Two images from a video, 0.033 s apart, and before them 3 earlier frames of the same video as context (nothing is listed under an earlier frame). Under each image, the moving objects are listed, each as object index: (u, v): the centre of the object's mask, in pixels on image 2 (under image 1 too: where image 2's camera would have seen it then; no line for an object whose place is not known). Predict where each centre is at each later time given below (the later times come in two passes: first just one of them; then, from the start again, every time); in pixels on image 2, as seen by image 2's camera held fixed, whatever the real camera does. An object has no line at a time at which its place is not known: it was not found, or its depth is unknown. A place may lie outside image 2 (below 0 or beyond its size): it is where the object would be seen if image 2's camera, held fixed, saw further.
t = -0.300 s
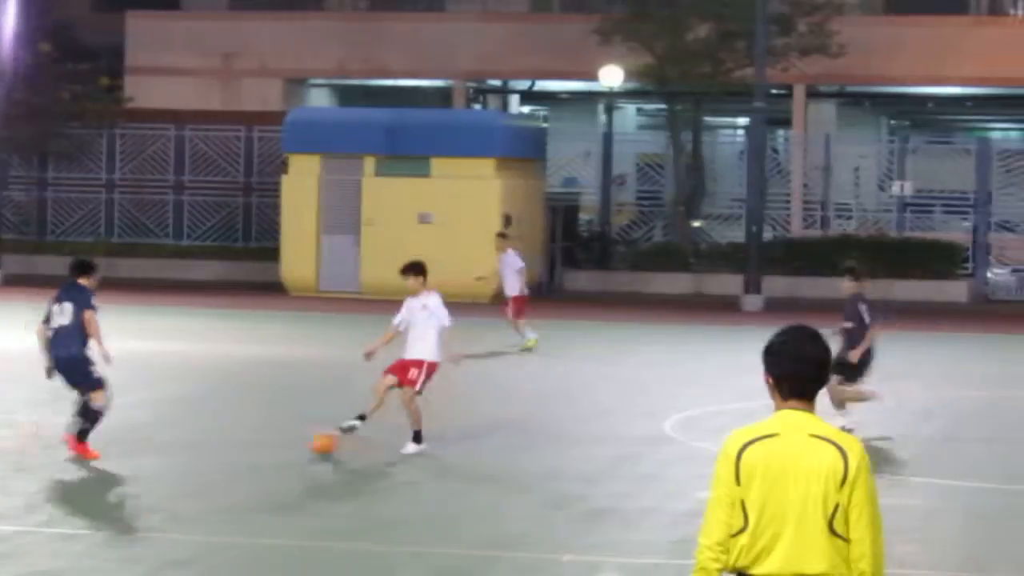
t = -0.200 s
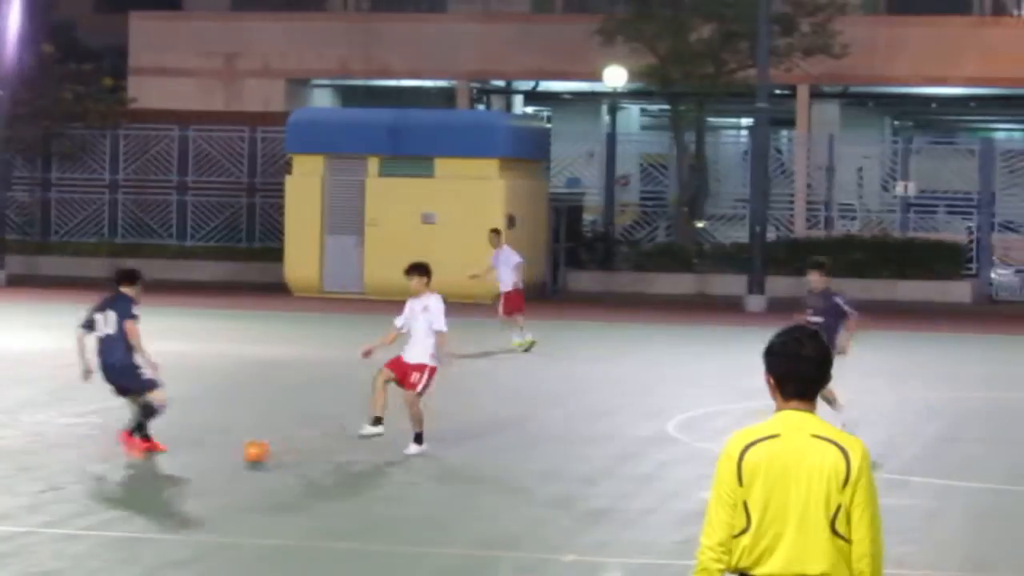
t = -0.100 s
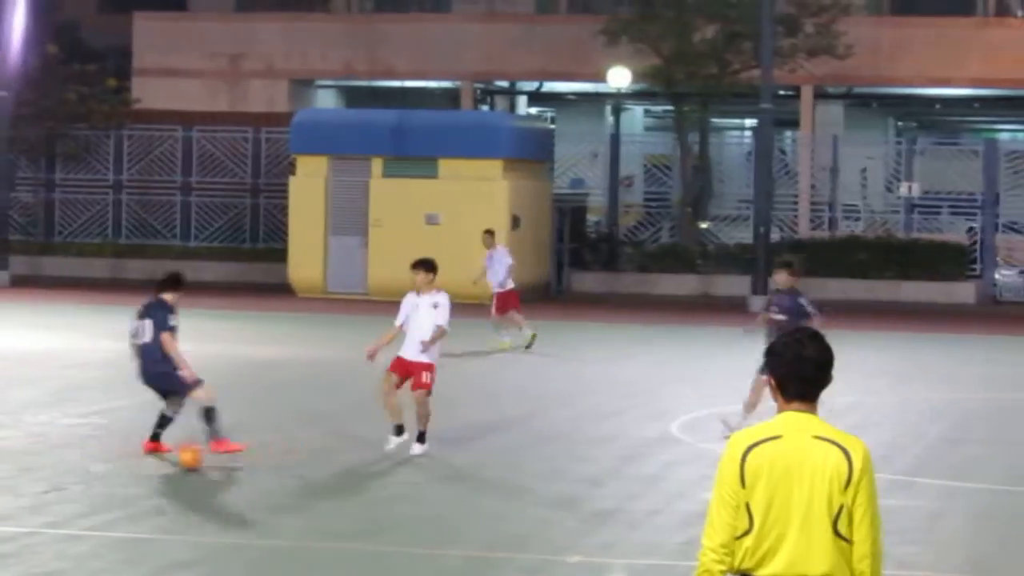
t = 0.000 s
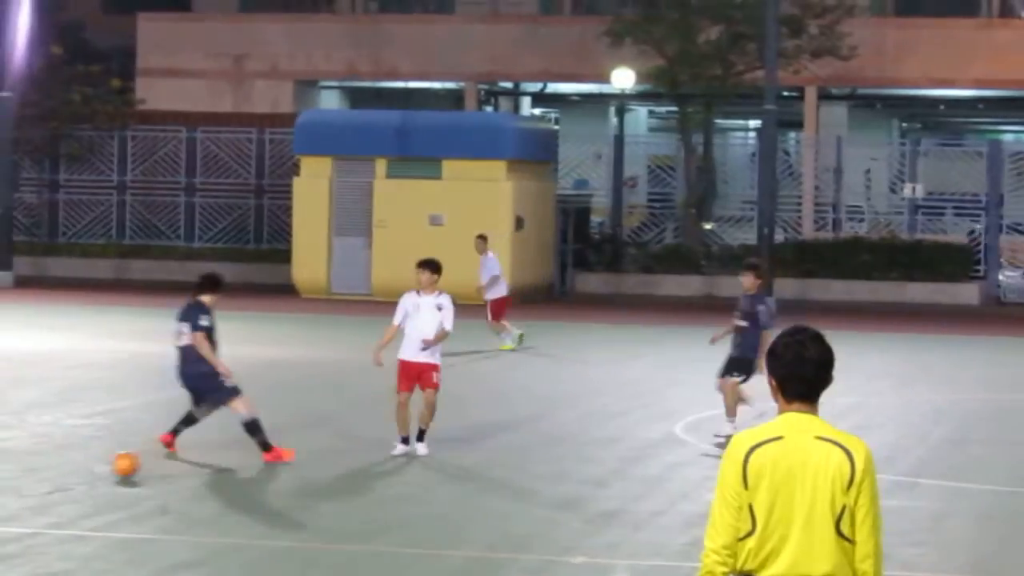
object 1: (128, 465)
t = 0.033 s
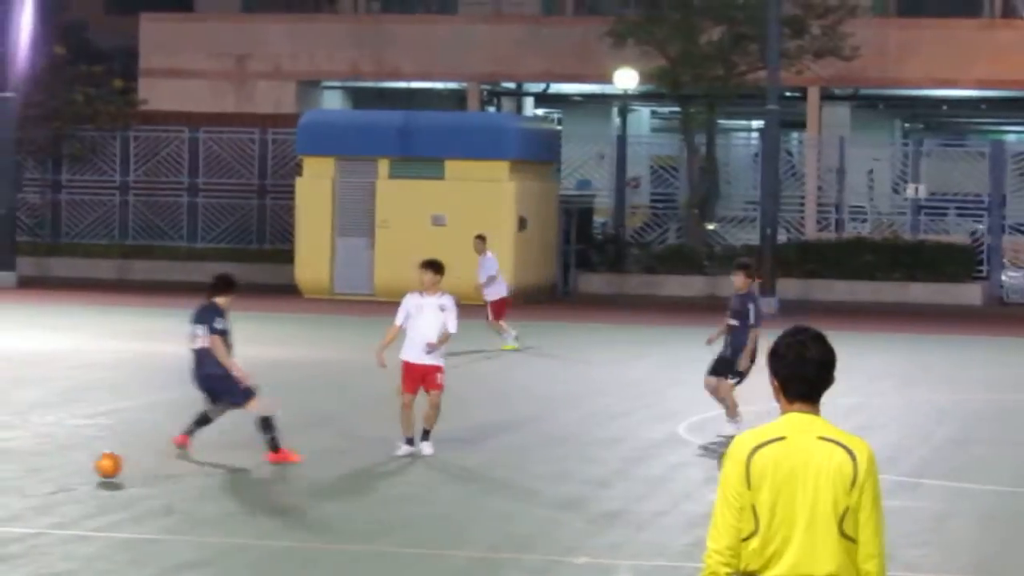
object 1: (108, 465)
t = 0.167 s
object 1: (14, 477)
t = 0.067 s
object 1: (88, 466)
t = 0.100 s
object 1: (63, 470)
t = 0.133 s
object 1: (39, 475)
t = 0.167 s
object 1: (14, 477)
